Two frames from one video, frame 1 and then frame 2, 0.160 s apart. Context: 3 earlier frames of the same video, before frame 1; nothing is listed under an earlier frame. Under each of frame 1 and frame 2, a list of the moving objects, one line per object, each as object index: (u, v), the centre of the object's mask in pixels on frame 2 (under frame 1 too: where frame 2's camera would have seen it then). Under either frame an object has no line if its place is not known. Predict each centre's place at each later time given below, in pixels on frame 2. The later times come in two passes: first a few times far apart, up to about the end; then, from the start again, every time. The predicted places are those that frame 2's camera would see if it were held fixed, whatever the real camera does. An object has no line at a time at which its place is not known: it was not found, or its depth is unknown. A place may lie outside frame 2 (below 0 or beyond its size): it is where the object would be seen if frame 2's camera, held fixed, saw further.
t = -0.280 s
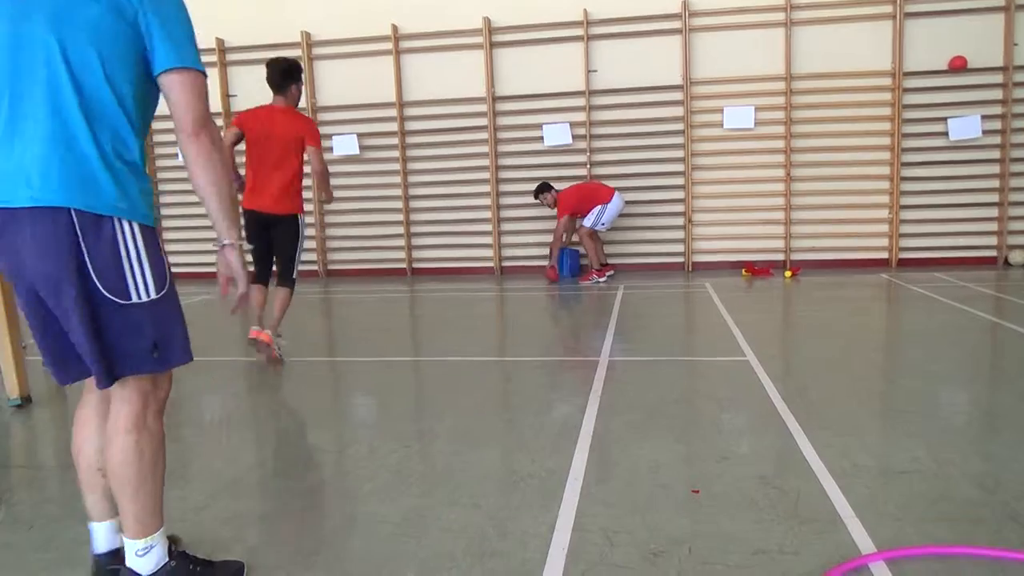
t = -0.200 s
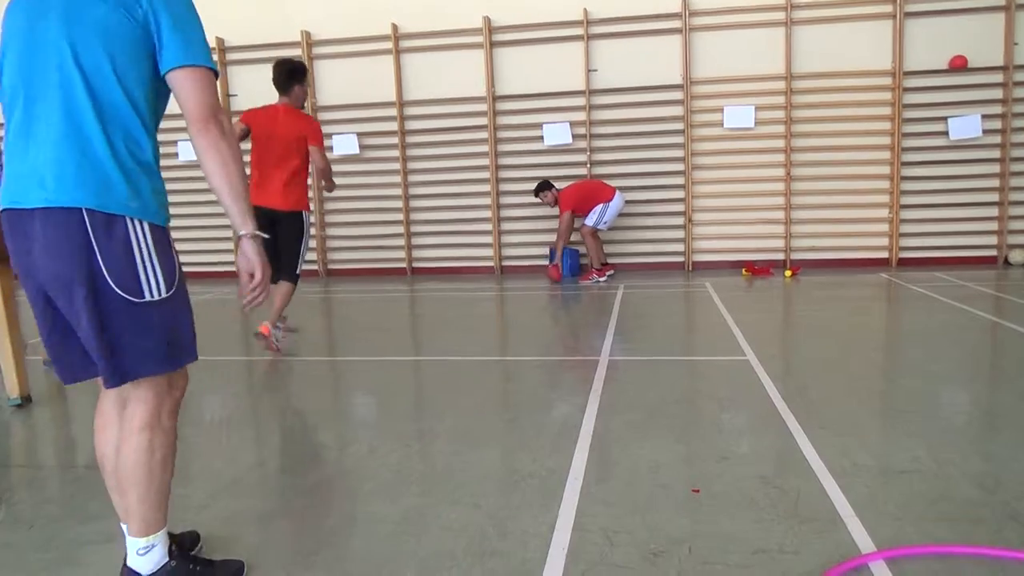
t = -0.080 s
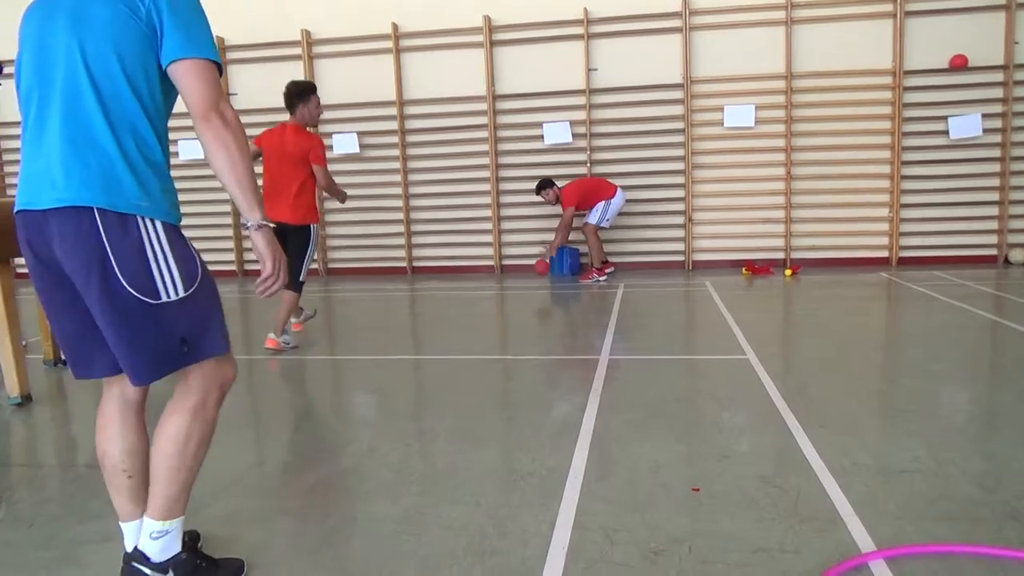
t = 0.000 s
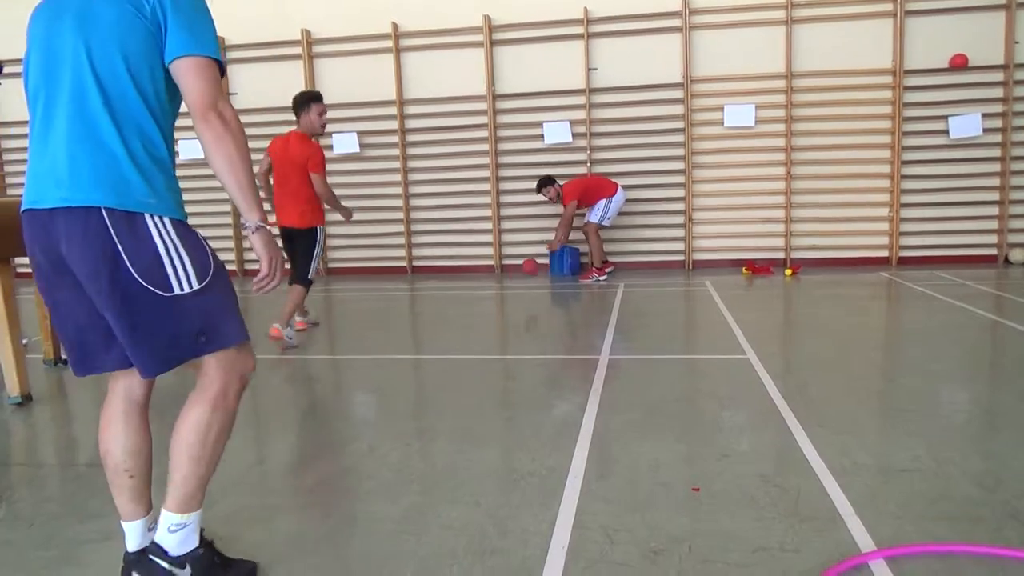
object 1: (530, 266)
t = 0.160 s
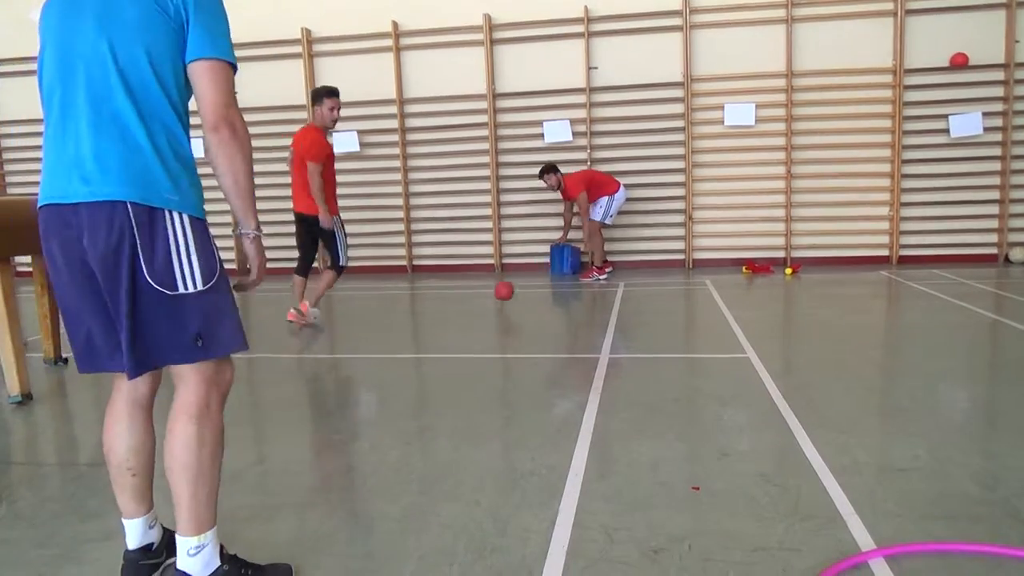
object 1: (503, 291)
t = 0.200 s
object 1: (497, 303)
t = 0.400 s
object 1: (473, 305)
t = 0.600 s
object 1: (446, 326)
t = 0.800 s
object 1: (415, 349)
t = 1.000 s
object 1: (378, 368)
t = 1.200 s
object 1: (332, 396)
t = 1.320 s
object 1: (298, 415)
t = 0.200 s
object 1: (497, 303)
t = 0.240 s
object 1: (491, 304)
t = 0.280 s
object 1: (487, 302)
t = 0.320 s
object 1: (482, 301)
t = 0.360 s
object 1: (478, 301)
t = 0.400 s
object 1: (473, 305)
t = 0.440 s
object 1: (468, 312)
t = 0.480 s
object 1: (463, 322)
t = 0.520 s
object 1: (458, 323)
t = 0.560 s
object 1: (452, 323)
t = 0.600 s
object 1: (446, 326)
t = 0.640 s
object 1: (441, 331)
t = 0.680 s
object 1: (435, 339)
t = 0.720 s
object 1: (428, 339)
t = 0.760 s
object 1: (422, 342)
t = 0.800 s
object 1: (415, 349)
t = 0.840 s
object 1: (408, 352)
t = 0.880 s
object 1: (401, 353)
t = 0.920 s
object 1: (394, 357)
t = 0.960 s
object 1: (386, 366)
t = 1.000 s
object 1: (378, 368)
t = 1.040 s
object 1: (370, 373)
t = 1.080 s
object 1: (360, 380)
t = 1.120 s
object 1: (352, 385)
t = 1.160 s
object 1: (342, 391)
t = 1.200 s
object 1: (332, 396)
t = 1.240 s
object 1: (321, 402)
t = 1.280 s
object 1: (310, 406)
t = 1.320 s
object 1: (298, 415)
